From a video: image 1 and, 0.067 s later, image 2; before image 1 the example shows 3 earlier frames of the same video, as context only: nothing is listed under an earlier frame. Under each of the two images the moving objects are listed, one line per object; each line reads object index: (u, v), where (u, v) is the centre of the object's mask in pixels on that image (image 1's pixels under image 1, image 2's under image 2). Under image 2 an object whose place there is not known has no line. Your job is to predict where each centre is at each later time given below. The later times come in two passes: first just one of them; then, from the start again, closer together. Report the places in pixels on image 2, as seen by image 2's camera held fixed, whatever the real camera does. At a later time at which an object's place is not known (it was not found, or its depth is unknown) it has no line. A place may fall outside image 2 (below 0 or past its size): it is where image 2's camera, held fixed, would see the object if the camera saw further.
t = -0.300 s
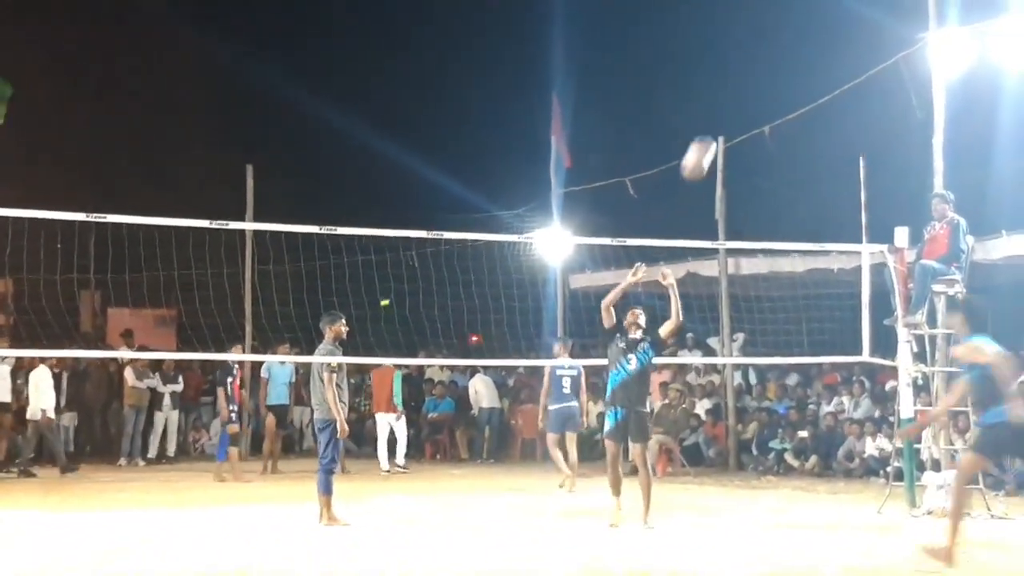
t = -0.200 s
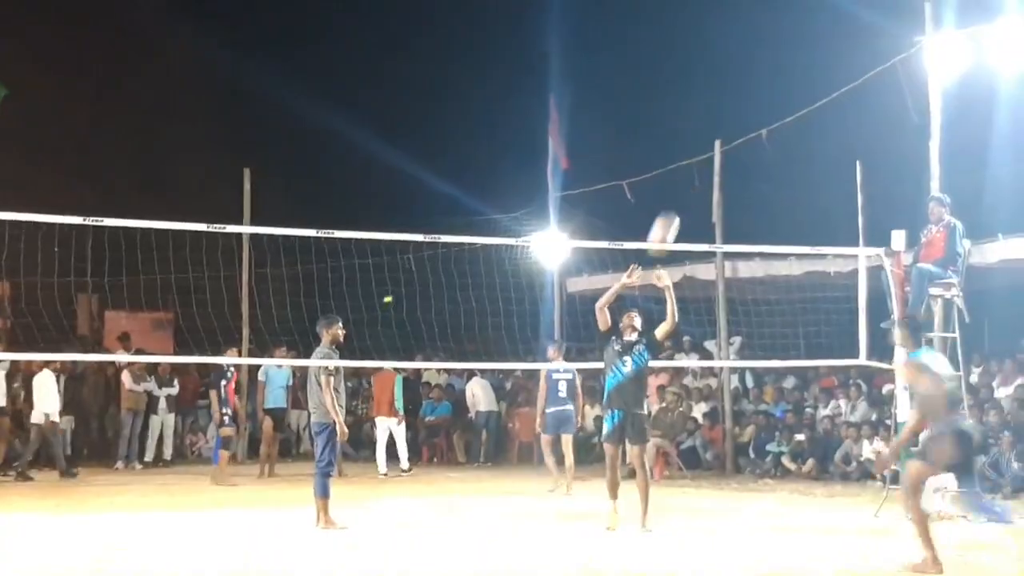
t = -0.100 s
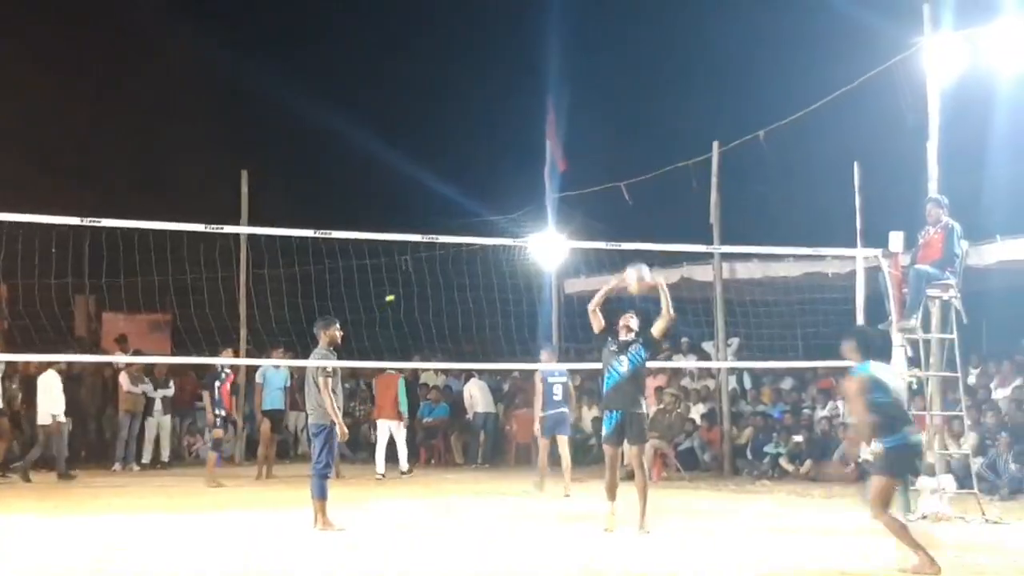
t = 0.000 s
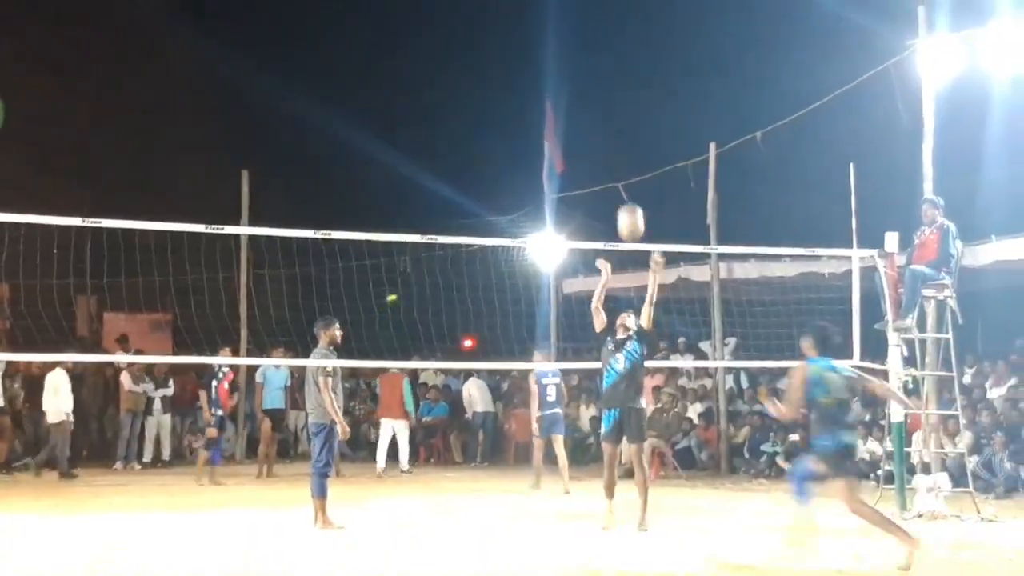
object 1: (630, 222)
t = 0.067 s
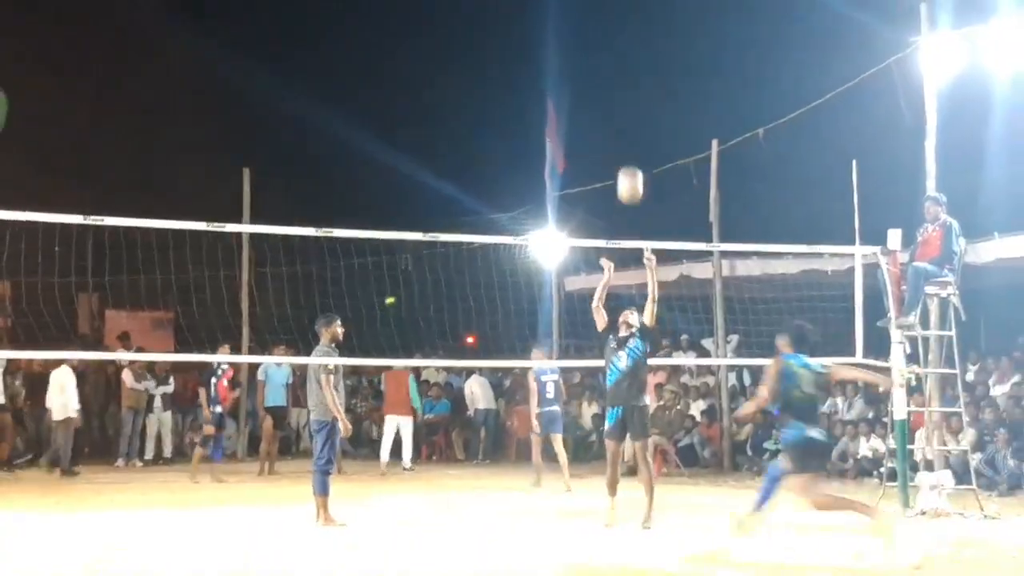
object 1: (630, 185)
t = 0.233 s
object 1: (623, 122)
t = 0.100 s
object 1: (628, 170)
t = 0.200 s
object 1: (624, 132)
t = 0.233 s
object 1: (623, 122)
